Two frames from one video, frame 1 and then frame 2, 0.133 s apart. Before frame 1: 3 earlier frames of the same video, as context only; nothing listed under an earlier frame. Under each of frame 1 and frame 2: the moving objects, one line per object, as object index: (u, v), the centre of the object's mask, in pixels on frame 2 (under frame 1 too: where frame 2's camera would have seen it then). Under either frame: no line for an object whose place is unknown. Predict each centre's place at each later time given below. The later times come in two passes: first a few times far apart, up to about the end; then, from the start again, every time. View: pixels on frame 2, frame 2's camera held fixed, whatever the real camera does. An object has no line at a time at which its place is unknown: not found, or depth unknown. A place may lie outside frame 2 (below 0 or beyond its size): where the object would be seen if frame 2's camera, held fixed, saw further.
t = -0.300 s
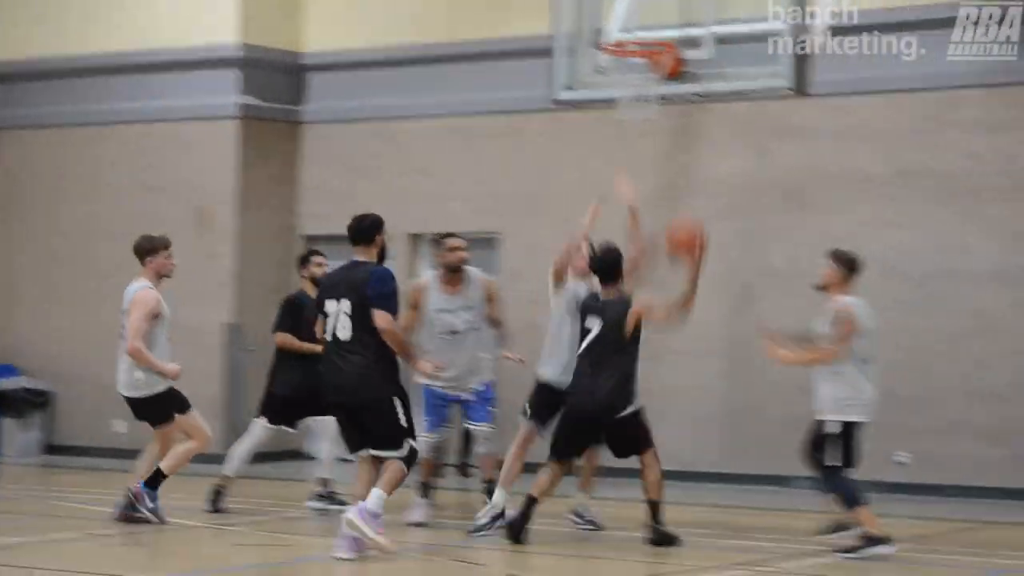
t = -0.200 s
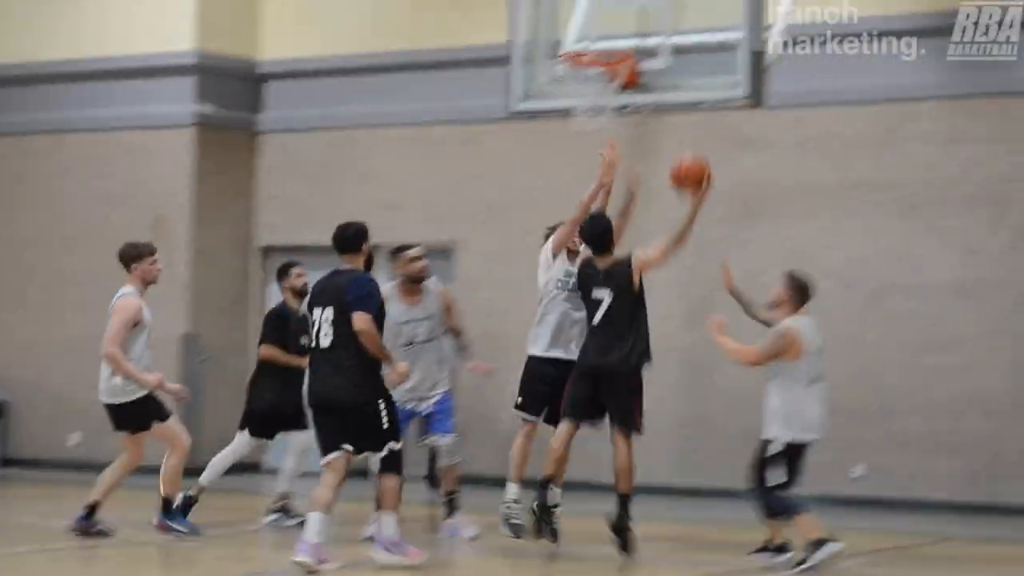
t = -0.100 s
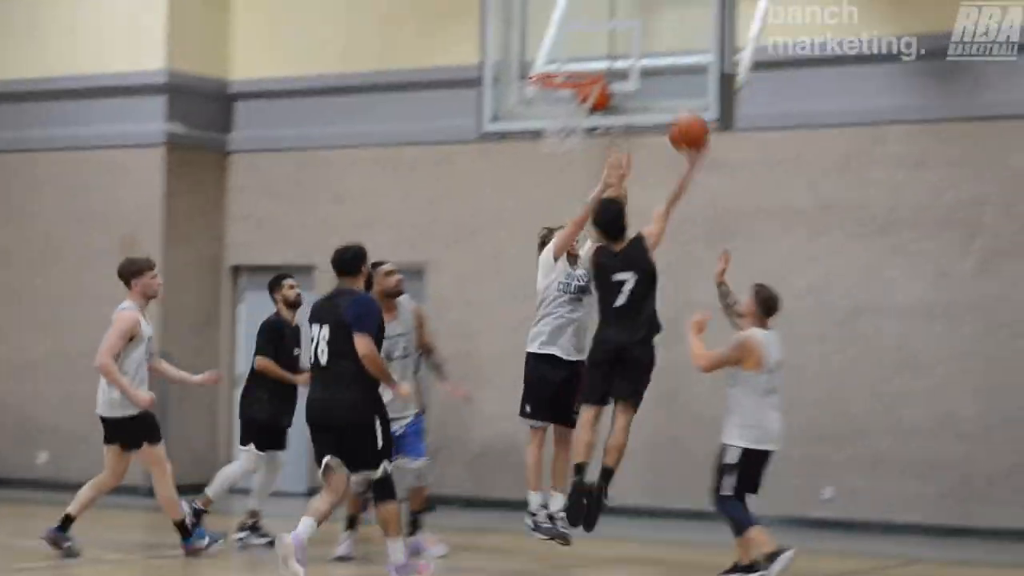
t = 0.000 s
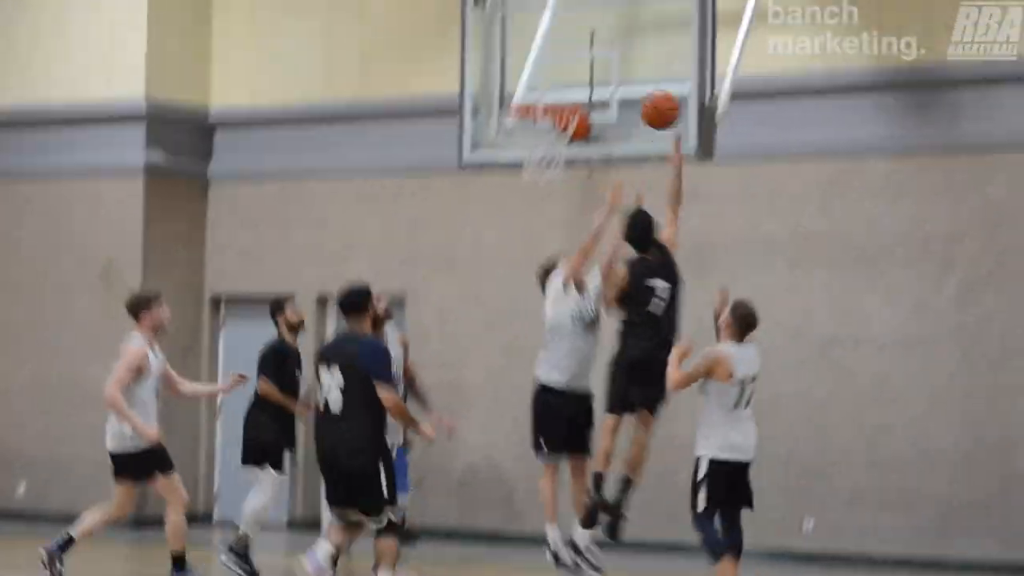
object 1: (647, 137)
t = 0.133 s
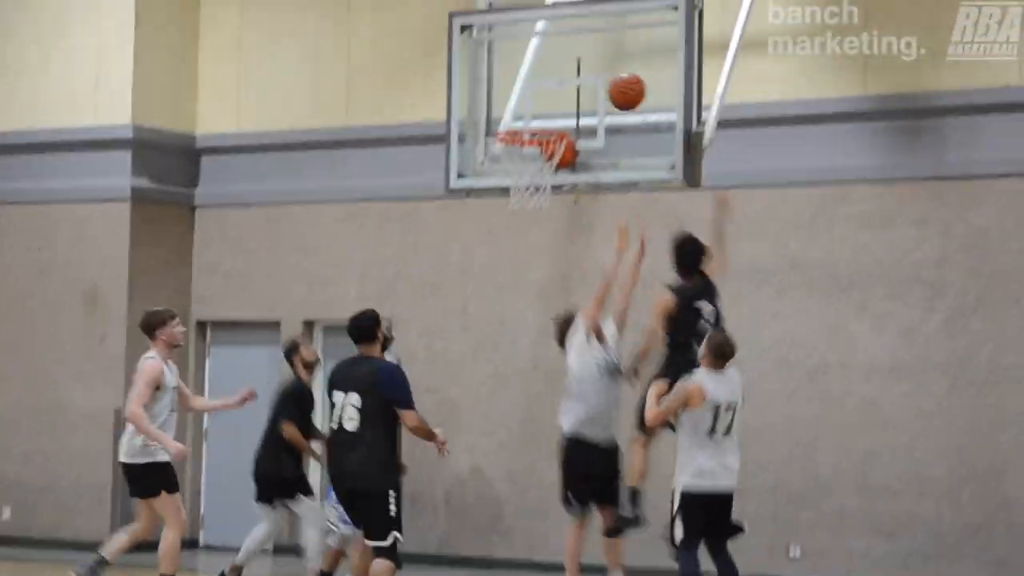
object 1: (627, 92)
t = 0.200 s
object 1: (617, 78)
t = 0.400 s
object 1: (588, 86)
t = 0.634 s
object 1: (535, 126)
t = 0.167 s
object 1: (622, 84)
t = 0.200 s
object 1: (617, 78)
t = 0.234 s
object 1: (612, 74)
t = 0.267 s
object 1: (607, 73)
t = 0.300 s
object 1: (603, 72)
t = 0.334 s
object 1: (598, 74)
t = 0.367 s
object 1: (593, 81)
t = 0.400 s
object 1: (588, 86)
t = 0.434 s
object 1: (582, 88)
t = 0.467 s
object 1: (574, 92)
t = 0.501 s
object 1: (566, 97)
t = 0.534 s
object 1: (558, 105)
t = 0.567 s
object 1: (550, 113)
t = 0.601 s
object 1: (543, 119)
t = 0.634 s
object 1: (535, 126)
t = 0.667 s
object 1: (527, 150)
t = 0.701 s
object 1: (519, 168)
